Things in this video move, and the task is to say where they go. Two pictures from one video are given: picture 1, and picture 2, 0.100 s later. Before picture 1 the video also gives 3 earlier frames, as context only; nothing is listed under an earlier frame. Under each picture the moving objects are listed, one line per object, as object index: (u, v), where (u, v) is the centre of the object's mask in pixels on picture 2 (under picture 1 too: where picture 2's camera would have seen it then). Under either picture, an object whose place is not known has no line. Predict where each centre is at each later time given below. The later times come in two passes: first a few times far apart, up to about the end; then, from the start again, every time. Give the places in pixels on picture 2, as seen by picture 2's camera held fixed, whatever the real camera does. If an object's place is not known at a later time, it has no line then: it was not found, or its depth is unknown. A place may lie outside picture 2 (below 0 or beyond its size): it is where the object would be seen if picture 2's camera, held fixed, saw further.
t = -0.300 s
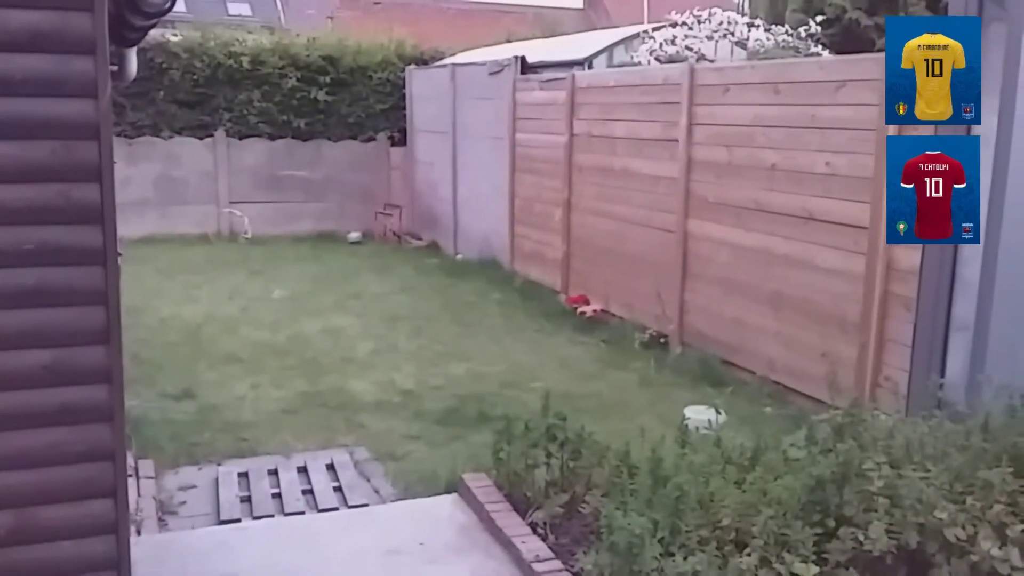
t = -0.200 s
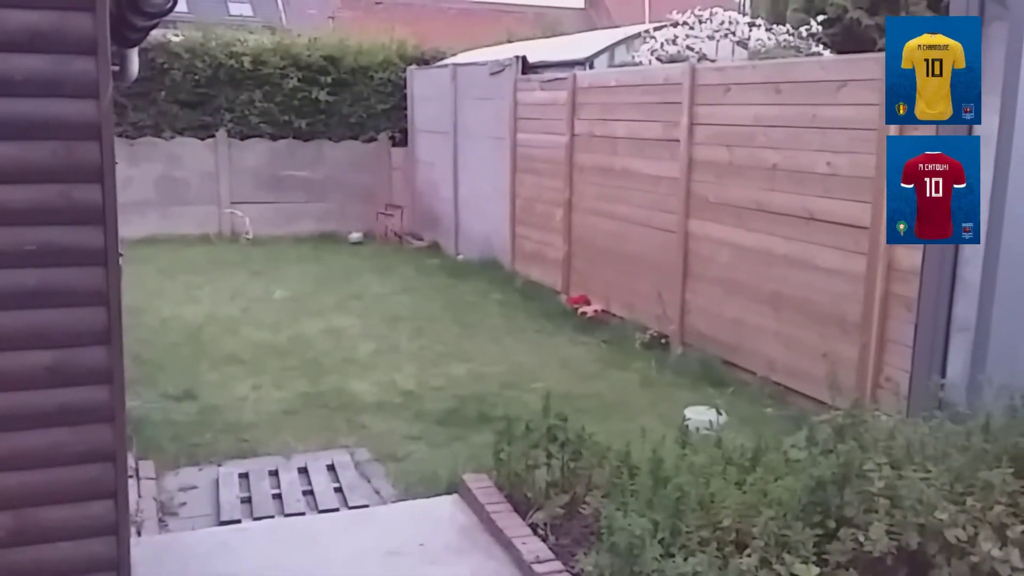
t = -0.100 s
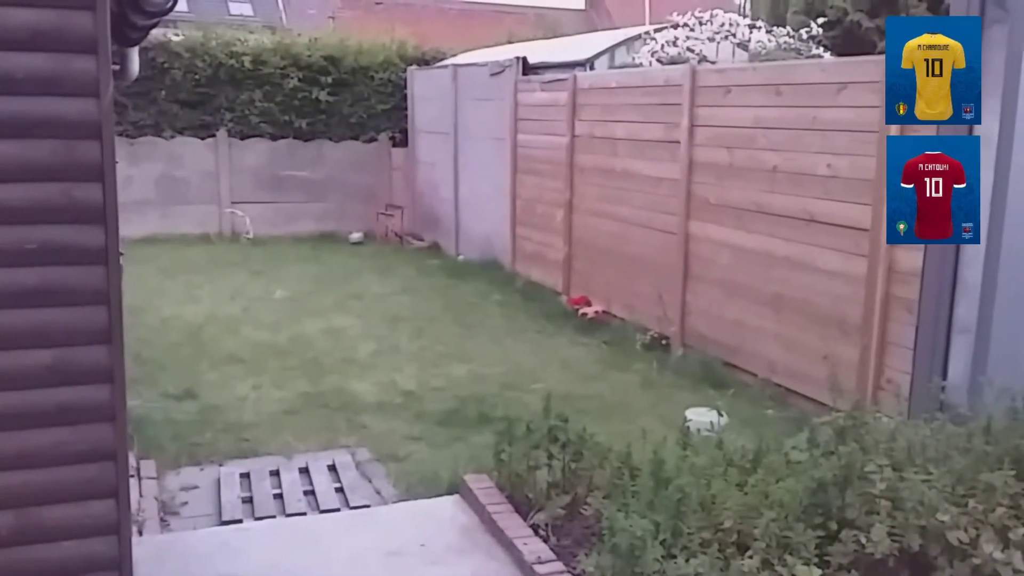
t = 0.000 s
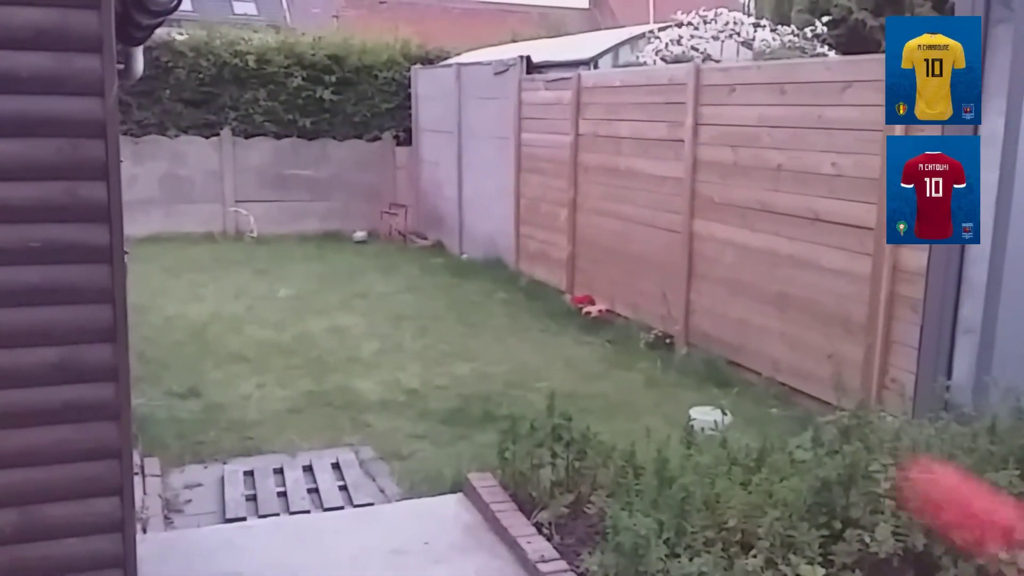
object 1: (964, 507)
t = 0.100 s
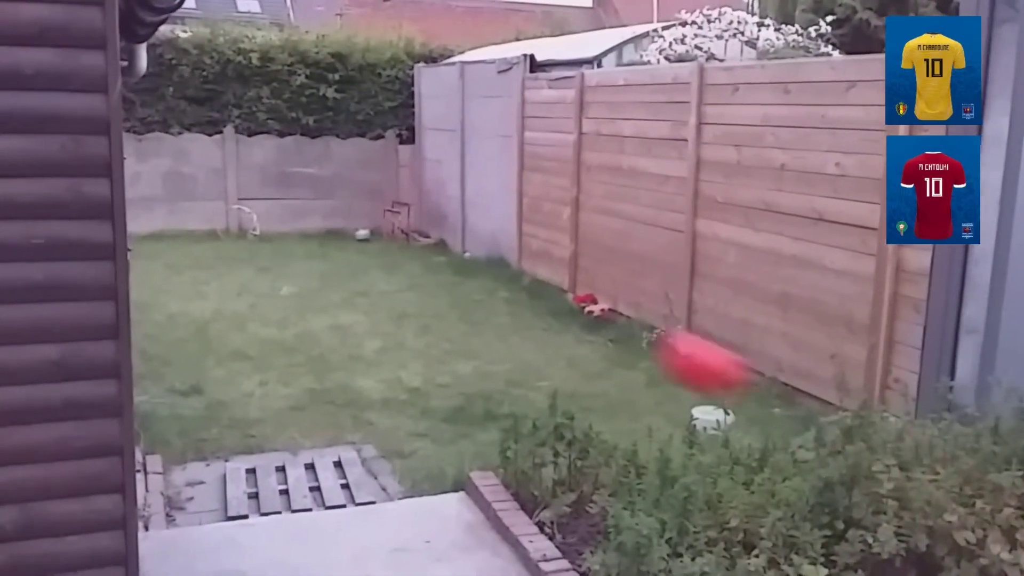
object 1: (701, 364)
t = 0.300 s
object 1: (456, 278)
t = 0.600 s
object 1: (322, 264)
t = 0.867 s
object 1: (280, 220)
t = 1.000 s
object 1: (266, 227)
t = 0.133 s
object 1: (641, 336)
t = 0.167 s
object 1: (593, 316)
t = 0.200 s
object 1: (549, 302)
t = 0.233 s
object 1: (514, 291)
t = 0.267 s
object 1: (483, 283)
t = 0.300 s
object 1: (456, 278)
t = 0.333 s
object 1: (432, 276)
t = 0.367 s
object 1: (411, 277)
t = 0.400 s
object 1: (392, 279)
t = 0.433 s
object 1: (377, 282)
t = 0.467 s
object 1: (361, 286)
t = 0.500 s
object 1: (349, 292)
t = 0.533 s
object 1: (336, 290)
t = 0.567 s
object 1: (329, 277)
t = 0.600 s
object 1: (322, 264)
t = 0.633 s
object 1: (315, 252)
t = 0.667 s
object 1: (309, 242)
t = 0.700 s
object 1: (303, 236)
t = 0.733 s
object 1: (298, 230)
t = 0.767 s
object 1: (294, 226)
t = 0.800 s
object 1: (288, 223)
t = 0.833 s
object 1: (284, 220)
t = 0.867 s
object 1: (280, 220)
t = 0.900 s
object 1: (277, 220)
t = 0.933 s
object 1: (272, 221)
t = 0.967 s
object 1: (270, 224)
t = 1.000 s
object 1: (266, 227)
